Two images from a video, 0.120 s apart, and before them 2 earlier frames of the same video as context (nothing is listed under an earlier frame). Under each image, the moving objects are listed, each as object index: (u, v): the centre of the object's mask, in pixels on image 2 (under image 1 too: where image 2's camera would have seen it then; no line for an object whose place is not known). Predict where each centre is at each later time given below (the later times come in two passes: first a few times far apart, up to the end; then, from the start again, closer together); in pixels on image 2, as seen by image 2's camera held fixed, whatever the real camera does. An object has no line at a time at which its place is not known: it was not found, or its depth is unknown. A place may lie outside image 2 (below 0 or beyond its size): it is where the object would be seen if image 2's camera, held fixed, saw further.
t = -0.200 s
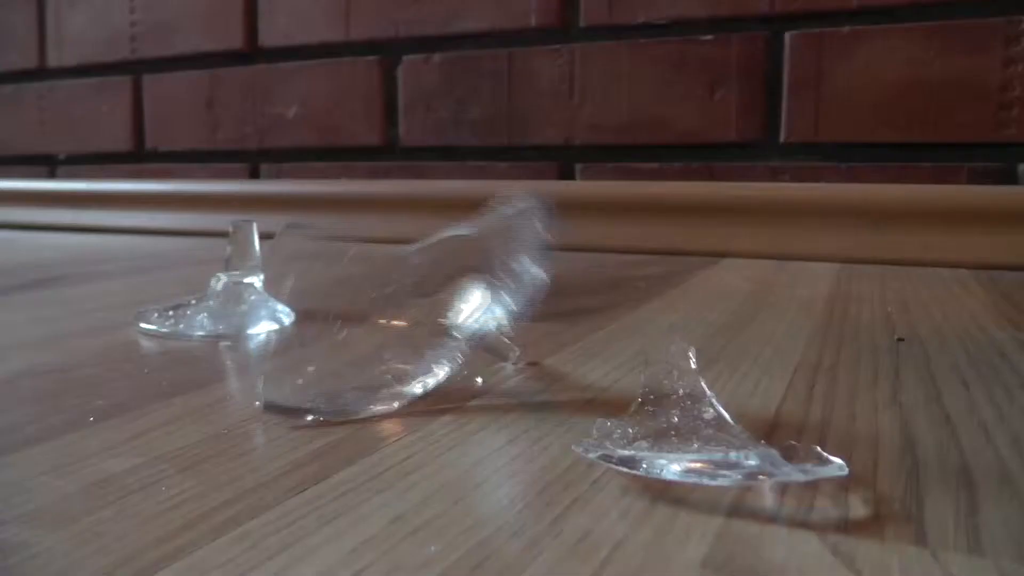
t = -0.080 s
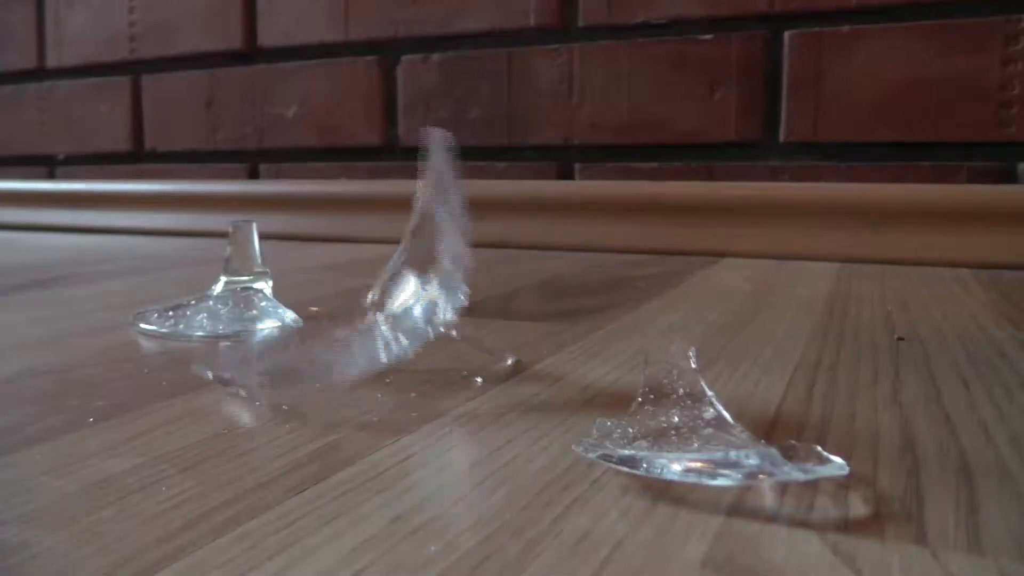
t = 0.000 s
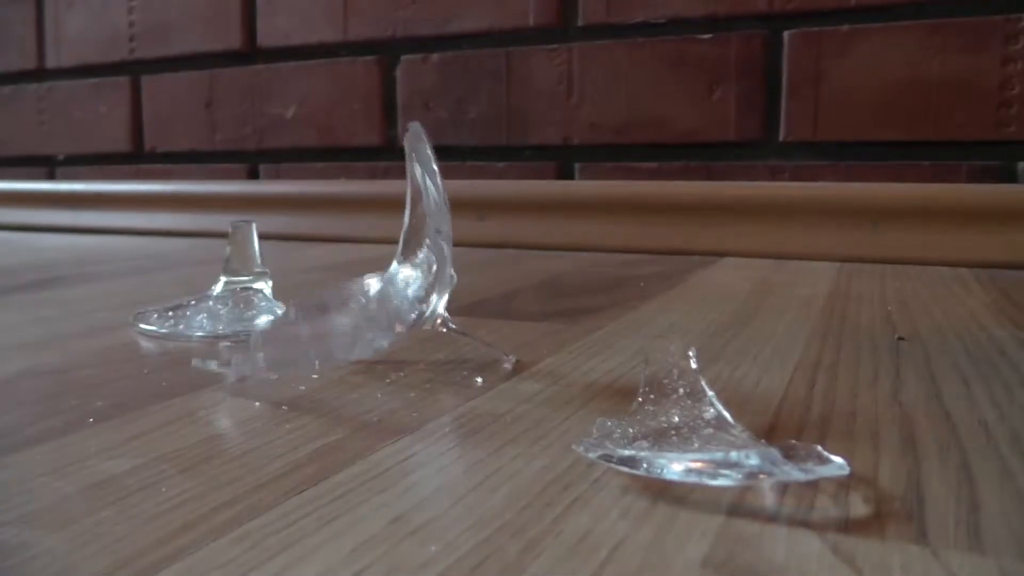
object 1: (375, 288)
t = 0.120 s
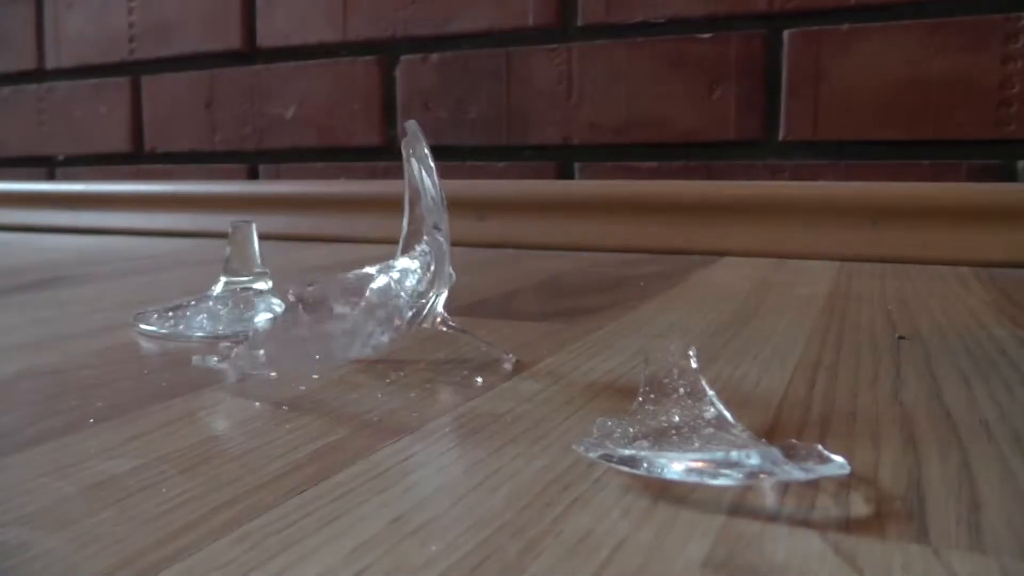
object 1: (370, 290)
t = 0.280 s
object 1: (372, 301)
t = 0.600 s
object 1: (392, 313)
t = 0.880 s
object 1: (365, 304)
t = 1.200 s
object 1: (393, 316)
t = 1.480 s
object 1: (364, 306)
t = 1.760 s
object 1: (393, 317)
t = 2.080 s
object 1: (372, 300)
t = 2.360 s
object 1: (388, 315)
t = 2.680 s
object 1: (371, 300)
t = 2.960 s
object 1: (385, 314)
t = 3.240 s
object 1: (372, 300)
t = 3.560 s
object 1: (383, 314)
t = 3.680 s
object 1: (375, 308)
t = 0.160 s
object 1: (372, 288)
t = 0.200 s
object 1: (367, 291)
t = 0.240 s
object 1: (376, 296)
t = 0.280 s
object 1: (372, 301)
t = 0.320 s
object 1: (382, 306)
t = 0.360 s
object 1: (389, 314)
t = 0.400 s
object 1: (393, 313)
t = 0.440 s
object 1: (396, 310)
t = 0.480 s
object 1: (398, 310)
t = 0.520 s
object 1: (396, 310)
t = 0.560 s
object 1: (402, 318)
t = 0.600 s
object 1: (392, 313)
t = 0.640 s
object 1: (385, 310)
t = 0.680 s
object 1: (381, 301)
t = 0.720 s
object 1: (374, 297)
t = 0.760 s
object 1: (367, 300)
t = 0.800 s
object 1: (364, 299)
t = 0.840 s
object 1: (366, 298)
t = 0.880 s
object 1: (365, 304)
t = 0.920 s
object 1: (370, 306)
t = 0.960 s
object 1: (376, 309)
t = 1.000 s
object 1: (385, 311)
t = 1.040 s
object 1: (390, 314)
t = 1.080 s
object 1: (398, 319)
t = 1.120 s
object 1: (399, 318)
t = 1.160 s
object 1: (397, 318)
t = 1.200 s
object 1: (393, 316)
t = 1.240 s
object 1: (385, 311)
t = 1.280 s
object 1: (378, 306)
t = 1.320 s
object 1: (376, 300)
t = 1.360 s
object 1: (372, 298)
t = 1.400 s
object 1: (365, 300)
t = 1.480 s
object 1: (364, 306)
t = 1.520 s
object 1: (369, 306)
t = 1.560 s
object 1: (374, 306)
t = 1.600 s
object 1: (382, 308)
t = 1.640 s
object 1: (388, 314)
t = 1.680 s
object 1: (392, 316)
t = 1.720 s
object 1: (394, 317)
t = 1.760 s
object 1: (393, 317)
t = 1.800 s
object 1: (390, 315)
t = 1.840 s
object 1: (384, 308)
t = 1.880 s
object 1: (379, 305)
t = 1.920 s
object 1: (372, 302)
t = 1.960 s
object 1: (372, 299)
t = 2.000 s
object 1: (367, 300)
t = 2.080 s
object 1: (372, 300)
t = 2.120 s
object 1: (366, 306)
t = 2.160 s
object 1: (374, 307)
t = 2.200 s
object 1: (381, 309)
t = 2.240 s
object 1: (385, 313)
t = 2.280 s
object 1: (388, 315)
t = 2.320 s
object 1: (389, 316)
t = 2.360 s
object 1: (388, 315)
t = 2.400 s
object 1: (388, 314)
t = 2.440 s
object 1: (383, 311)
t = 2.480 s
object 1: (379, 306)
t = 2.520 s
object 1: (374, 302)
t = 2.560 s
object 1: (373, 299)
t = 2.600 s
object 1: (370, 298)
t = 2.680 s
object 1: (371, 300)
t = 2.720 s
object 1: (368, 304)
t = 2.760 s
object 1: (376, 307)
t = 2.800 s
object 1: (380, 308)
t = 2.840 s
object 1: (383, 312)
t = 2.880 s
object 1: (386, 315)
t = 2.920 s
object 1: (387, 316)
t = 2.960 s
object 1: (385, 314)
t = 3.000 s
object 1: (382, 311)
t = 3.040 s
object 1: (377, 307)
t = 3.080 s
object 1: (380, 303)
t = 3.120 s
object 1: (369, 303)
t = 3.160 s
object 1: (372, 299)
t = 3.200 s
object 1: (372, 299)
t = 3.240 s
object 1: (372, 300)
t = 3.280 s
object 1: (375, 300)
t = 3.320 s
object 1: (373, 304)
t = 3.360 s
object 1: (376, 307)
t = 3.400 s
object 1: (380, 310)
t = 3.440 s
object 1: (380, 312)
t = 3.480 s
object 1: (382, 313)
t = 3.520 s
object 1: (383, 315)
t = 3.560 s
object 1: (383, 314)
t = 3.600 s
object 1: (380, 312)
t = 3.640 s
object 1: (378, 310)
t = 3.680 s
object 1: (375, 308)
